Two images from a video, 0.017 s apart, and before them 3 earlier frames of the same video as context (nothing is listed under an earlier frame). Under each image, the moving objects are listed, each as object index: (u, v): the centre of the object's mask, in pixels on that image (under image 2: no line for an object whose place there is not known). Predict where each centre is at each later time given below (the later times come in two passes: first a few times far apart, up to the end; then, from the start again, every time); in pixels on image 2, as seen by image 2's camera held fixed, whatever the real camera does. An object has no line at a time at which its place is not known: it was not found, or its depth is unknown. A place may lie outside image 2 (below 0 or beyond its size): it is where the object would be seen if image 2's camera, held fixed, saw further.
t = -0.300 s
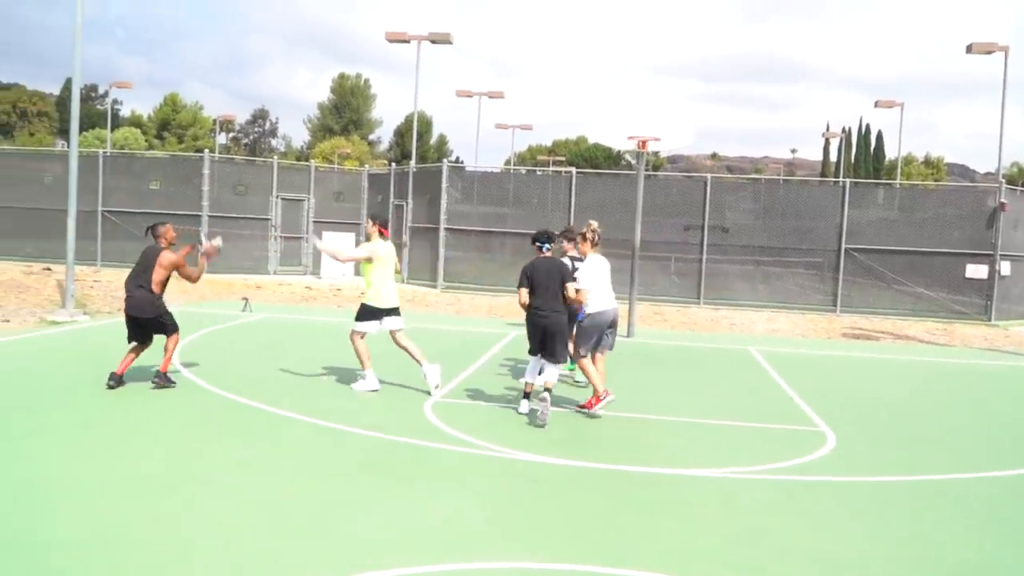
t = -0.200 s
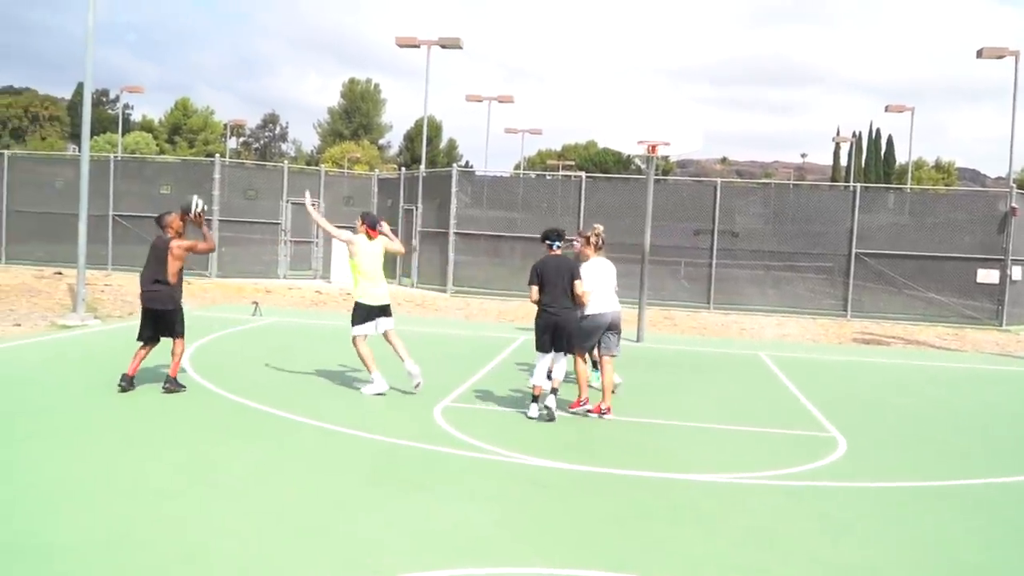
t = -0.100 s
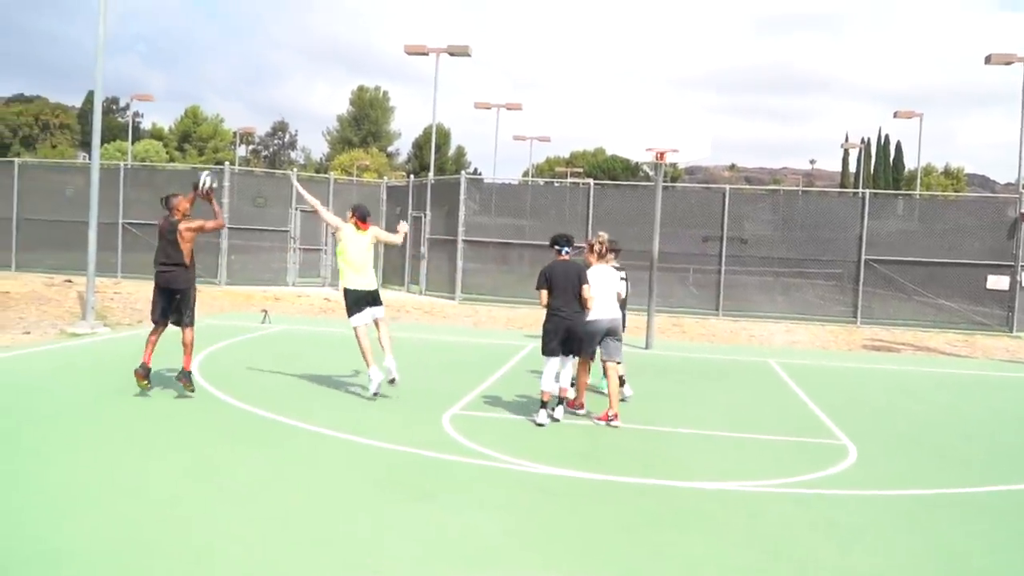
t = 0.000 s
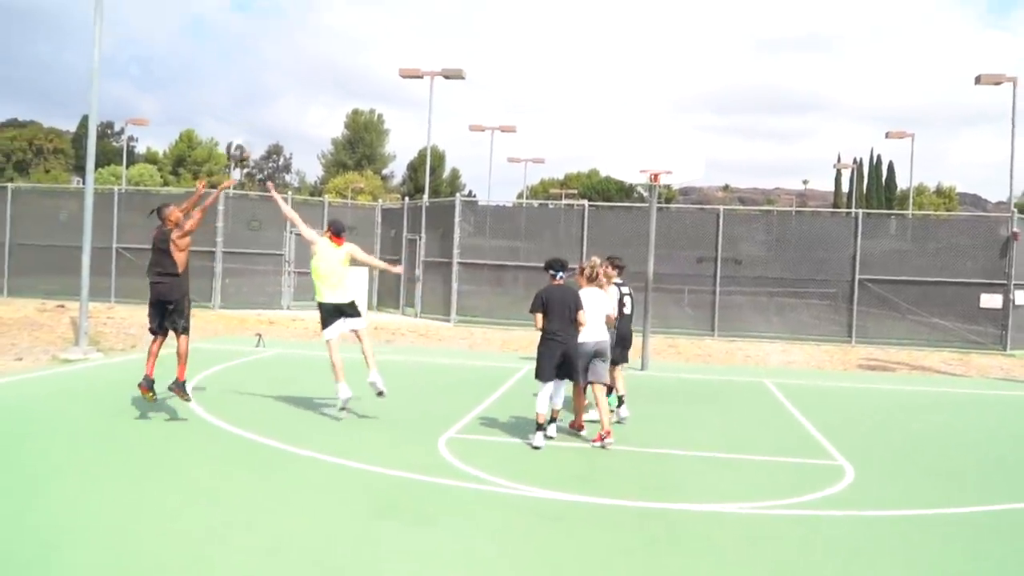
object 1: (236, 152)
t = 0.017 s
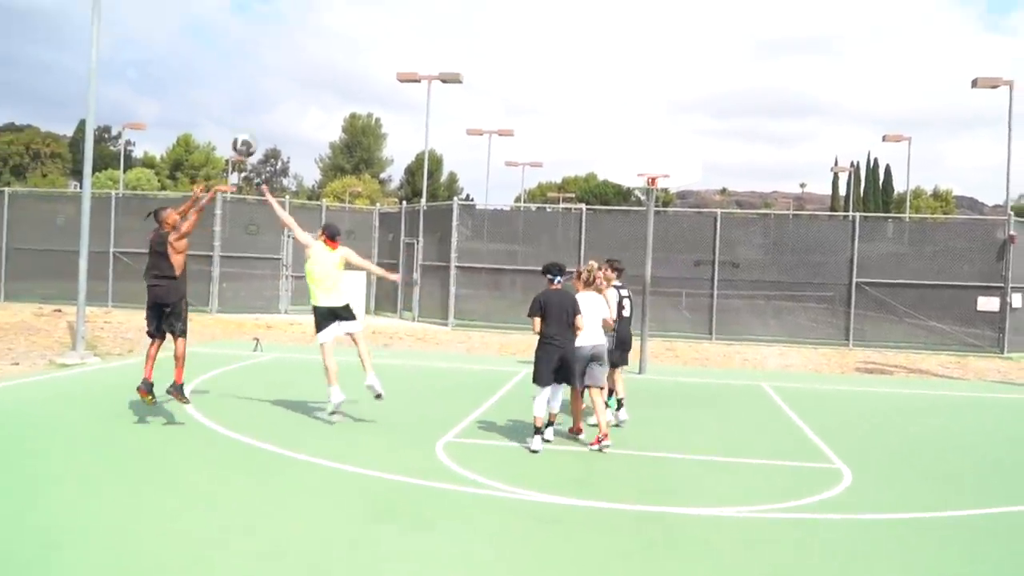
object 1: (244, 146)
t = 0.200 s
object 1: (335, 66)
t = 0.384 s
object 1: (414, 24)
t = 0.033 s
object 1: (252, 138)
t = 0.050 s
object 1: (261, 128)
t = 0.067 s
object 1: (269, 120)
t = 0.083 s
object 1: (277, 112)
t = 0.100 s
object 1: (286, 104)
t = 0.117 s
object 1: (294, 97)
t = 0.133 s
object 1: (302, 91)
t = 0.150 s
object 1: (310, 84)
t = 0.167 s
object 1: (319, 78)
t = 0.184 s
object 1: (327, 72)
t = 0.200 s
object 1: (335, 66)
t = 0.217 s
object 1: (343, 60)
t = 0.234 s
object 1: (351, 56)
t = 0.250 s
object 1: (358, 51)
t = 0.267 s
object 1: (365, 47)
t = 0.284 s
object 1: (372, 43)
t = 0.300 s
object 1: (379, 39)
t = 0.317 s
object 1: (386, 36)
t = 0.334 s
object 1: (393, 33)
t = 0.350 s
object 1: (400, 29)
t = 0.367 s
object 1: (407, 26)
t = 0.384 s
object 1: (414, 24)
